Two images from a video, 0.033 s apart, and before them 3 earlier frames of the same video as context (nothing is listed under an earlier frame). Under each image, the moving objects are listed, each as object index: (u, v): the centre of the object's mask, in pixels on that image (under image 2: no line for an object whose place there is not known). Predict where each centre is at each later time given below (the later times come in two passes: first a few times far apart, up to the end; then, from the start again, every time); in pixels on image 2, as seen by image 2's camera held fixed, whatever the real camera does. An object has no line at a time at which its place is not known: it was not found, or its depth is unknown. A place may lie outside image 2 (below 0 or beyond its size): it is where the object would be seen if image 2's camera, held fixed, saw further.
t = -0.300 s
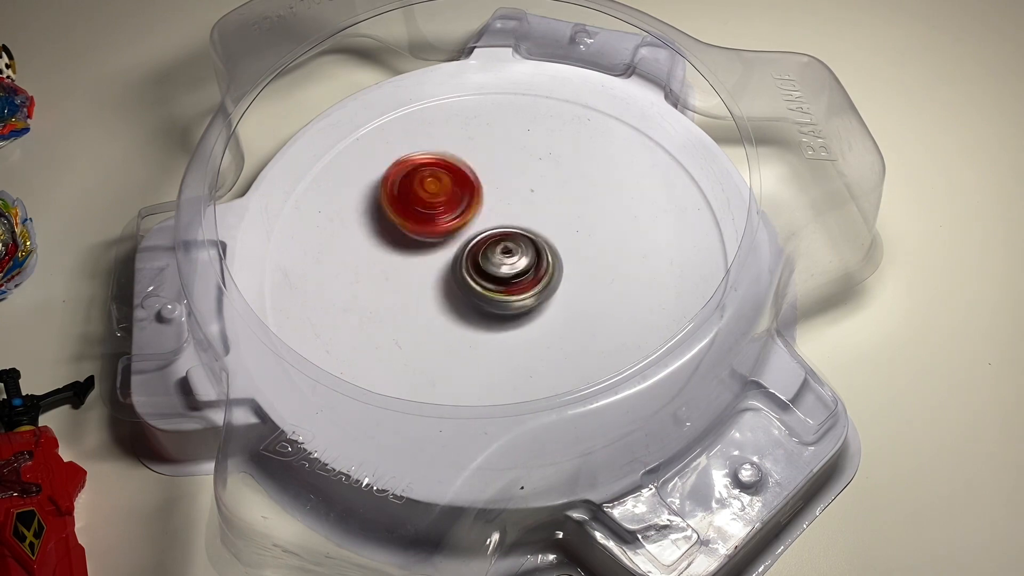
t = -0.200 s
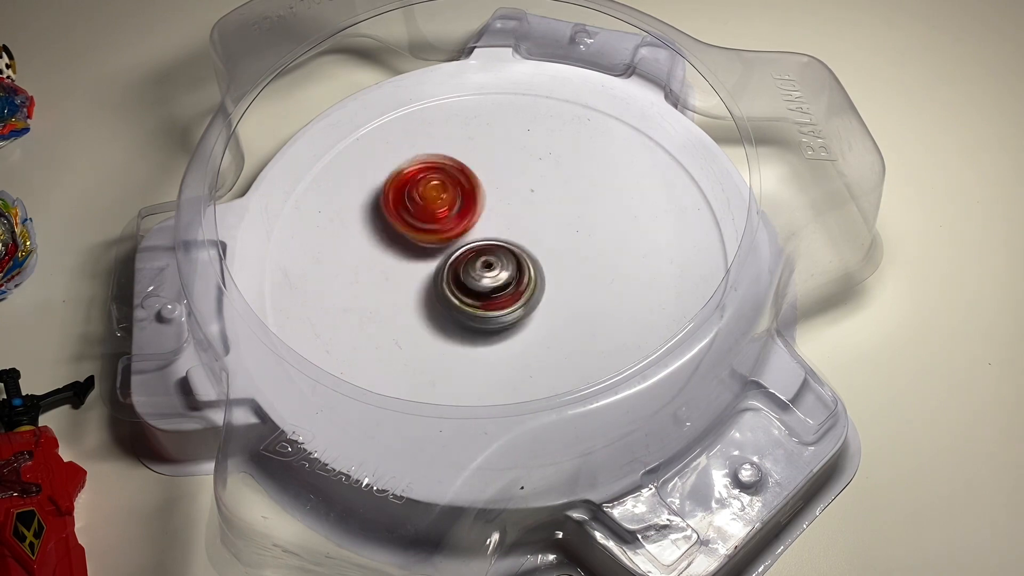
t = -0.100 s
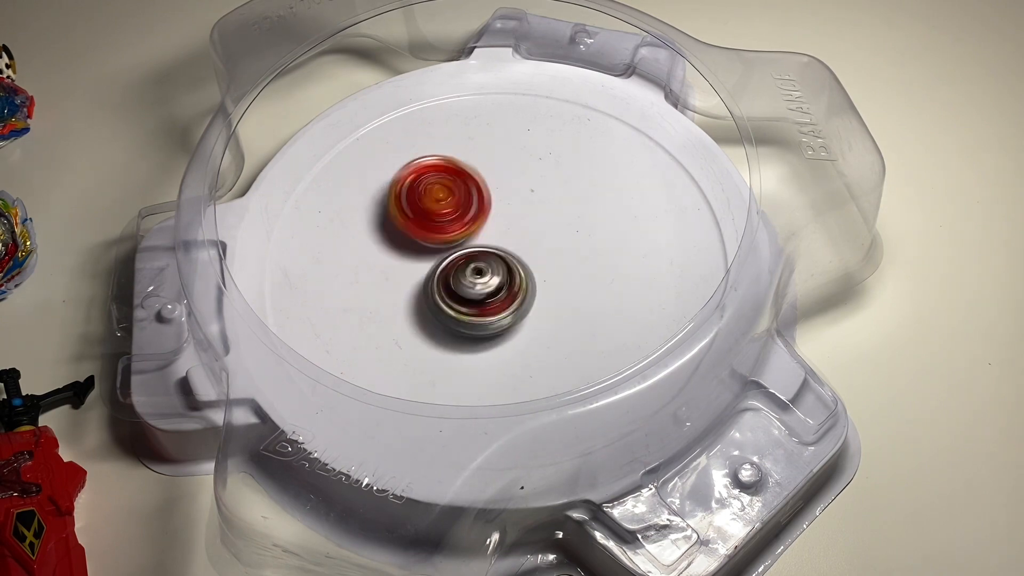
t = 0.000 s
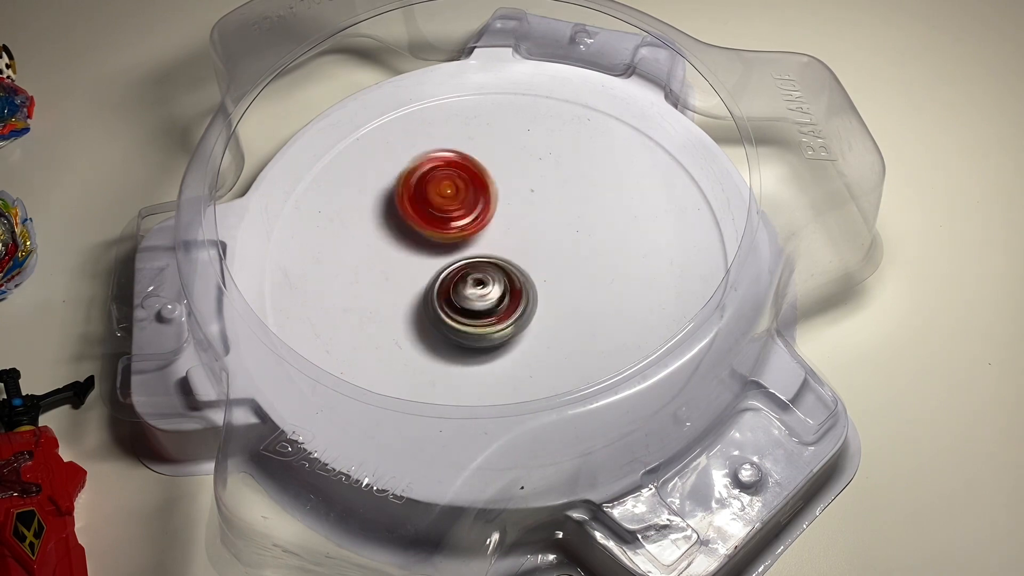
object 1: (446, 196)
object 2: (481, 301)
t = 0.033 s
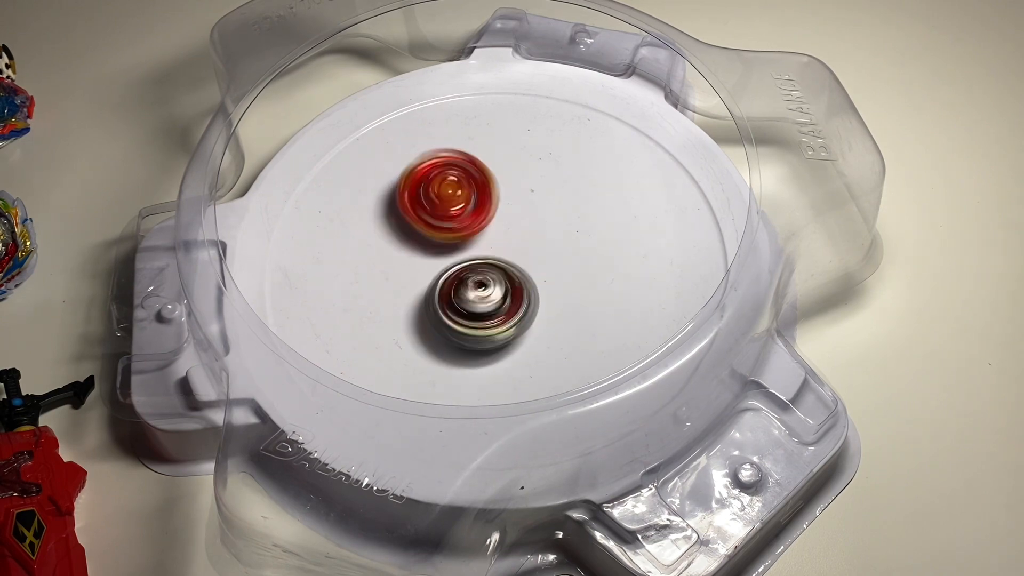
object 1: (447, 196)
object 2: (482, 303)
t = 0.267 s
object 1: (459, 193)
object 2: (493, 297)
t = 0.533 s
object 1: (472, 205)
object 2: (507, 294)
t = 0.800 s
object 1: (474, 201)
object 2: (503, 292)
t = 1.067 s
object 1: (488, 189)
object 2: (487, 291)
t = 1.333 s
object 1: (498, 190)
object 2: (479, 286)
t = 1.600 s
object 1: (515, 197)
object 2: (471, 287)
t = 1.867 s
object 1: (520, 208)
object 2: (462, 289)
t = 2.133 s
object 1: (528, 207)
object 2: (463, 286)
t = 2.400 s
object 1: (530, 208)
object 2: (463, 284)
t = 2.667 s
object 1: (562, 203)
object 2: (451, 280)
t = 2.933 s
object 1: (571, 211)
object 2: (465, 276)
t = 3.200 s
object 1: (554, 209)
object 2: (487, 272)
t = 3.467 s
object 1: (547, 199)
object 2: (476, 274)
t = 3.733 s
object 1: (543, 195)
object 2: (472, 273)
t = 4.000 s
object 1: (559, 217)
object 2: (459, 273)
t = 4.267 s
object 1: (557, 229)
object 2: (453, 276)
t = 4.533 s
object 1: (540, 228)
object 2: (453, 282)
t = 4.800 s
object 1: (547, 213)
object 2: (454, 276)
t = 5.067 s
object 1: (548, 215)
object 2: (469, 277)
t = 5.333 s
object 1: (542, 210)
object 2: (479, 273)
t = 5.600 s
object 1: (539, 212)
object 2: (474, 279)
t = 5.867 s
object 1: (539, 210)
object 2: (473, 275)
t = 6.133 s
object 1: (539, 210)
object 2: (475, 275)
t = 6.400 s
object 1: (538, 210)
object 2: (482, 279)
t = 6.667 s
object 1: (533, 211)
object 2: (474, 277)
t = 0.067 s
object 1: (448, 196)
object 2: (483, 303)
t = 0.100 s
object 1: (450, 198)
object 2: (485, 301)
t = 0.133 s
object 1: (452, 198)
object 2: (486, 299)
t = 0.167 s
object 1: (453, 200)
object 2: (487, 294)
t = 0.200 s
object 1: (455, 201)
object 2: (488, 291)
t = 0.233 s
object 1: (458, 201)
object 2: (490, 291)
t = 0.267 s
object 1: (459, 193)
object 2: (493, 297)
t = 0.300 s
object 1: (462, 188)
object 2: (497, 303)
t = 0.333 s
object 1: (464, 189)
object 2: (500, 306)
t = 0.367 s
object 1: (464, 191)
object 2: (502, 307)
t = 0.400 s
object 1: (465, 193)
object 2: (504, 306)
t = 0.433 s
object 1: (467, 195)
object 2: (505, 304)
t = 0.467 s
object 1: (468, 198)
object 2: (506, 301)
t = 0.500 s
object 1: (470, 202)
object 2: (506, 298)
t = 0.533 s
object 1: (472, 205)
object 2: (507, 294)
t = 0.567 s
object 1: (473, 203)
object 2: (507, 294)
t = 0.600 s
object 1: (475, 197)
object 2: (508, 300)
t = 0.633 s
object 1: (476, 196)
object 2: (508, 303)
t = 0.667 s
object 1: (476, 198)
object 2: (507, 303)
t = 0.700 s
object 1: (476, 200)
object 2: (506, 302)
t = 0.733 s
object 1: (475, 201)
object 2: (504, 299)
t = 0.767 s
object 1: (475, 201)
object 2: (503, 295)
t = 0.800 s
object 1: (474, 201)
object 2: (503, 292)
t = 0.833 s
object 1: (475, 199)
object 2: (501, 291)
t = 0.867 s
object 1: (478, 199)
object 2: (500, 289)
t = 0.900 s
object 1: (482, 193)
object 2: (497, 295)
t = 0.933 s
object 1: (487, 190)
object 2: (493, 298)
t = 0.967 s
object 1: (487, 189)
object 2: (490, 298)
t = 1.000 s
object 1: (487, 188)
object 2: (489, 297)
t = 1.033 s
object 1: (488, 188)
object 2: (488, 295)
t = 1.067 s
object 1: (488, 189)
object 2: (487, 291)
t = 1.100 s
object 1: (488, 189)
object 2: (486, 287)
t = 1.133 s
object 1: (489, 188)
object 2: (486, 284)
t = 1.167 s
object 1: (491, 188)
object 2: (485, 284)
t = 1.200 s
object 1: (494, 186)
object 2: (484, 284)
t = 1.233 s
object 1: (496, 185)
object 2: (482, 287)
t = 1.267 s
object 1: (496, 187)
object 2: (481, 288)
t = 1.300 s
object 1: (498, 189)
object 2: (480, 288)
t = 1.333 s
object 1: (498, 190)
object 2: (479, 286)
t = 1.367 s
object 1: (500, 192)
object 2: (479, 284)
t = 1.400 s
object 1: (505, 190)
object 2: (477, 286)
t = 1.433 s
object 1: (508, 190)
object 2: (476, 288)
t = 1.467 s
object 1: (507, 192)
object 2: (475, 288)
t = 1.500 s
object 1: (508, 194)
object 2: (475, 286)
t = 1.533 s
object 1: (509, 196)
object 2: (474, 285)
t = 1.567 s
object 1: (514, 196)
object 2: (472, 287)
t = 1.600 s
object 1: (515, 197)
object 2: (471, 287)
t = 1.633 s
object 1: (514, 199)
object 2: (471, 286)
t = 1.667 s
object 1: (515, 200)
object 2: (469, 287)
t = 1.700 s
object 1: (518, 202)
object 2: (468, 287)
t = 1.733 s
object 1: (523, 199)
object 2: (463, 292)
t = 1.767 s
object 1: (524, 200)
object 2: (462, 293)
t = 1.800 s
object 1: (522, 203)
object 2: (462, 293)
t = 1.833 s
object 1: (521, 205)
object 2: (462, 291)
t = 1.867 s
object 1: (520, 208)
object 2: (462, 289)
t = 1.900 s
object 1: (522, 206)
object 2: (463, 289)
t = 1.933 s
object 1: (525, 205)
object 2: (462, 289)
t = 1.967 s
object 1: (528, 205)
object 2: (463, 288)
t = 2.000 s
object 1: (529, 206)
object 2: (464, 287)
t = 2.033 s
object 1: (529, 205)
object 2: (463, 287)
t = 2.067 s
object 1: (532, 205)
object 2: (462, 287)
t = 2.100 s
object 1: (531, 207)
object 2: (462, 287)
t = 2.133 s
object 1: (528, 207)
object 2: (463, 286)
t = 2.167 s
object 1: (531, 203)
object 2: (460, 288)
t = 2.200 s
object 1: (534, 202)
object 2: (457, 290)
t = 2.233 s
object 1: (534, 203)
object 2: (457, 290)
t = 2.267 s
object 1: (532, 204)
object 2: (457, 290)
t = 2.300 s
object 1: (531, 205)
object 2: (457, 289)
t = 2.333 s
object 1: (529, 206)
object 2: (458, 288)
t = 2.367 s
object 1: (529, 206)
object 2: (460, 286)
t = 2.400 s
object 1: (530, 208)
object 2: (463, 284)
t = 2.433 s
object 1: (535, 207)
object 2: (462, 284)
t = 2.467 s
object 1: (535, 206)
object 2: (462, 282)
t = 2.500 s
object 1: (537, 206)
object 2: (463, 280)
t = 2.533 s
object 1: (544, 205)
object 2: (462, 278)
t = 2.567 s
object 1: (551, 205)
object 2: (456, 279)
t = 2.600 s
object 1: (559, 202)
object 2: (452, 280)
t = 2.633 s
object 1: (562, 203)
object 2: (451, 280)
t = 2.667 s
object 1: (562, 203)
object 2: (451, 280)
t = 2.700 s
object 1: (563, 203)
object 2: (453, 279)
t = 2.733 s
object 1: (565, 204)
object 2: (458, 276)
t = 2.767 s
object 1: (564, 206)
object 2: (459, 276)
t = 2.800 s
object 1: (563, 209)
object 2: (465, 273)
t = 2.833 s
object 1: (561, 211)
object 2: (469, 272)
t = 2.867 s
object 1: (559, 213)
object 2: (472, 271)
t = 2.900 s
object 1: (568, 210)
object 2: (467, 274)
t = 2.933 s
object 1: (571, 211)
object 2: (465, 276)
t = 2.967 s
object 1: (571, 211)
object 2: (465, 277)
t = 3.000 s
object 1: (568, 212)
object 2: (466, 278)
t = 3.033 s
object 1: (565, 212)
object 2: (468, 278)
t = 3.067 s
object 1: (563, 211)
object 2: (472, 277)
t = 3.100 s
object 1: (561, 210)
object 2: (475, 276)
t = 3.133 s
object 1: (560, 209)
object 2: (479, 276)
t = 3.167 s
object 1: (557, 209)
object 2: (484, 274)
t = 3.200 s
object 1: (554, 209)
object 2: (487, 272)
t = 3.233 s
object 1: (551, 207)
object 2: (489, 271)
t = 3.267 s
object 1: (551, 205)
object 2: (488, 271)
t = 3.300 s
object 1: (550, 203)
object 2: (485, 272)
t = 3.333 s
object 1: (548, 202)
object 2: (484, 273)
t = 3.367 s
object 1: (548, 201)
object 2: (483, 272)
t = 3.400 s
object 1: (546, 199)
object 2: (480, 273)
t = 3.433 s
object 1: (548, 200)
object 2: (477, 275)
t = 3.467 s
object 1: (547, 199)
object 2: (476, 274)
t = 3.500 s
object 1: (546, 197)
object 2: (474, 274)
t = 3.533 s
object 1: (544, 197)
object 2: (475, 275)
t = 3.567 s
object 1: (541, 195)
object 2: (474, 274)
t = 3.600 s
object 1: (540, 195)
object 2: (474, 273)
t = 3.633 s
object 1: (538, 195)
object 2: (475, 273)
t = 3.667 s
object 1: (537, 195)
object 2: (475, 272)
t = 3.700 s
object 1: (538, 196)
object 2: (474, 272)
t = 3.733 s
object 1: (543, 195)
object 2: (472, 273)
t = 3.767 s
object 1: (543, 197)
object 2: (470, 272)
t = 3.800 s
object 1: (542, 200)
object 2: (469, 272)
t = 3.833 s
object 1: (545, 202)
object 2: (466, 272)
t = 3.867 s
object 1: (554, 207)
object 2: (461, 274)
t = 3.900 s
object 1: (559, 208)
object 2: (459, 274)
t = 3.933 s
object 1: (562, 207)
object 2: (458, 274)
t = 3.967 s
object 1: (564, 210)
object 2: (459, 274)
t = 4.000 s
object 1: (559, 217)
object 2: (459, 273)
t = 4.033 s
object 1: (557, 217)
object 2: (462, 273)
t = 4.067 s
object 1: (554, 220)
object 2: (463, 272)
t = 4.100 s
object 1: (555, 220)
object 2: (463, 273)
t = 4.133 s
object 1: (555, 224)
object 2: (463, 273)
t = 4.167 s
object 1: (556, 225)
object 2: (461, 273)
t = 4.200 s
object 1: (558, 228)
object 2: (458, 273)
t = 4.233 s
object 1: (558, 230)
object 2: (453, 275)
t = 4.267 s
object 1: (557, 229)
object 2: (453, 276)
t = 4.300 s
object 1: (553, 230)
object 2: (452, 277)
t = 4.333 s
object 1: (549, 232)
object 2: (453, 279)
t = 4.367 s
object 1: (545, 233)
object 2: (455, 278)
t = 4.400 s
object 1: (544, 234)
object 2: (455, 280)
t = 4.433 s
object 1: (542, 233)
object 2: (454, 281)
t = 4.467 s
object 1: (543, 230)
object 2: (453, 281)
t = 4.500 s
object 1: (542, 228)
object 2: (454, 281)
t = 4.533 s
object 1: (540, 228)
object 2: (453, 282)
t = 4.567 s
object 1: (537, 227)
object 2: (455, 281)
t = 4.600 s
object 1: (538, 225)
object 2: (455, 281)
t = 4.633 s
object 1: (538, 225)
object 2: (457, 280)
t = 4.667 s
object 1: (538, 224)
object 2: (459, 279)
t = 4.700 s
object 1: (537, 224)
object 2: (461, 278)
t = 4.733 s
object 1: (545, 220)
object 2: (457, 278)
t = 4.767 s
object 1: (547, 216)
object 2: (455, 277)
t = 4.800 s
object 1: (547, 213)
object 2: (454, 276)
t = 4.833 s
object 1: (547, 212)
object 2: (454, 276)
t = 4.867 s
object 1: (547, 212)
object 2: (455, 276)
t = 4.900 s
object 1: (547, 213)
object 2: (458, 276)
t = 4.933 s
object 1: (547, 213)
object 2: (460, 276)
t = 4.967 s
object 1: (547, 214)
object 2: (464, 276)
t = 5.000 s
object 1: (548, 215)
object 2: (467, 275)
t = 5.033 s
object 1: (549, 215)
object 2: (468, 277)
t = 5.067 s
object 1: (548, 215)
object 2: (469, 277)
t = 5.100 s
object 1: (548, 214)
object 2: (470, 276)
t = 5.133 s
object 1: (547, 213)
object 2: (470, 275)
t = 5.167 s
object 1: (545, 211)
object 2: (473, 274)
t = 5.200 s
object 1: (543, 211)
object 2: (475, 273)
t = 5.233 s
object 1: (542, 210)
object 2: (477, 272)
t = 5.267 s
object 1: (543, 210)
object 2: (479, 271)
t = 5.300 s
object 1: (544, 209)
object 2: (478, 272)
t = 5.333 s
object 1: (542, 210)
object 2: (479, 273)
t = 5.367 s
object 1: (543, 210)
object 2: (478, 273)
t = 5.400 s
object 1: (543, 210)
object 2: (479, 274)
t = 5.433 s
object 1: (543, 211)
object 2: (477, 276)
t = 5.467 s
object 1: (542, 211)
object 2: (477, 277)
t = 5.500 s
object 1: (542, 211)
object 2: (476, 279)
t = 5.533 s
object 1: (543, 211)
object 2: (475, 279)
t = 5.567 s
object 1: (541, 211)
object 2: (474, 280)
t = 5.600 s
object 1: (539, 212)
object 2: (474, 279)
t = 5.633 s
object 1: (539, 211)
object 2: (475, 279)
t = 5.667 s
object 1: (538, 211)
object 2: (474, 278)
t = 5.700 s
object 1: (539, 211)
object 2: (474, 279)
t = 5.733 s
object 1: (540, 211)
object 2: (474, 278)
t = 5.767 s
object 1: (540, 211)
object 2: (472, 278)
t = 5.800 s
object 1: (539, 211)
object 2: (472, 278)
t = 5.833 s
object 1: (538, 211)
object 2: (473, 275)
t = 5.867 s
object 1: (539, 210)
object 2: (473, 275)
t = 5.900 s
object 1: (540, 210)
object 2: (472, 275)
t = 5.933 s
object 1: (539, 210)
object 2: (474, 273)
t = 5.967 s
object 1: (538, 210)
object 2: (474, 274)
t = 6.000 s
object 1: (540, 209)
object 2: (475, 273)
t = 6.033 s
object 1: (542, 209)
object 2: (476, 273)
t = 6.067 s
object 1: (542, 209)
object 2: (474, 274)
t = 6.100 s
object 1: (540, 210)
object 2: (475, 275)
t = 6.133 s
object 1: (539, 210)
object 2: (475, 275)
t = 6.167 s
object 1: (539, 210)
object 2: (475, 275)
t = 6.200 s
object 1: (539, 210)
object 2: (477, 277)
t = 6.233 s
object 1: (539, 210)
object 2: (478, 276)
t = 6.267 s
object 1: (538, 209)
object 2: (481, 276)
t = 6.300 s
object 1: (539, 210)
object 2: (481, 278)
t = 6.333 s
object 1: (539, 210)
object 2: (483, 277)
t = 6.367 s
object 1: (539, 209)
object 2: (483, 278)
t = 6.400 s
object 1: (538, 210)
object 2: (482, 279)
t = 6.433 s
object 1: (538, 210)
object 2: (482, 279)
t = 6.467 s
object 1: (539, 210)
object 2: (482, 280)
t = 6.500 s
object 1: (539, 210)
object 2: (479, 281)
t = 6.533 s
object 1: (538, 210)
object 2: (480, 280)
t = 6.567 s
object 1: (537, 210)
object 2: (477, 281)
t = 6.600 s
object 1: (536, 210)
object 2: (476, 280)
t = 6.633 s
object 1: (534, 211)
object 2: (475, 278)
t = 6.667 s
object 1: (533, 211)
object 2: (474, 277)
